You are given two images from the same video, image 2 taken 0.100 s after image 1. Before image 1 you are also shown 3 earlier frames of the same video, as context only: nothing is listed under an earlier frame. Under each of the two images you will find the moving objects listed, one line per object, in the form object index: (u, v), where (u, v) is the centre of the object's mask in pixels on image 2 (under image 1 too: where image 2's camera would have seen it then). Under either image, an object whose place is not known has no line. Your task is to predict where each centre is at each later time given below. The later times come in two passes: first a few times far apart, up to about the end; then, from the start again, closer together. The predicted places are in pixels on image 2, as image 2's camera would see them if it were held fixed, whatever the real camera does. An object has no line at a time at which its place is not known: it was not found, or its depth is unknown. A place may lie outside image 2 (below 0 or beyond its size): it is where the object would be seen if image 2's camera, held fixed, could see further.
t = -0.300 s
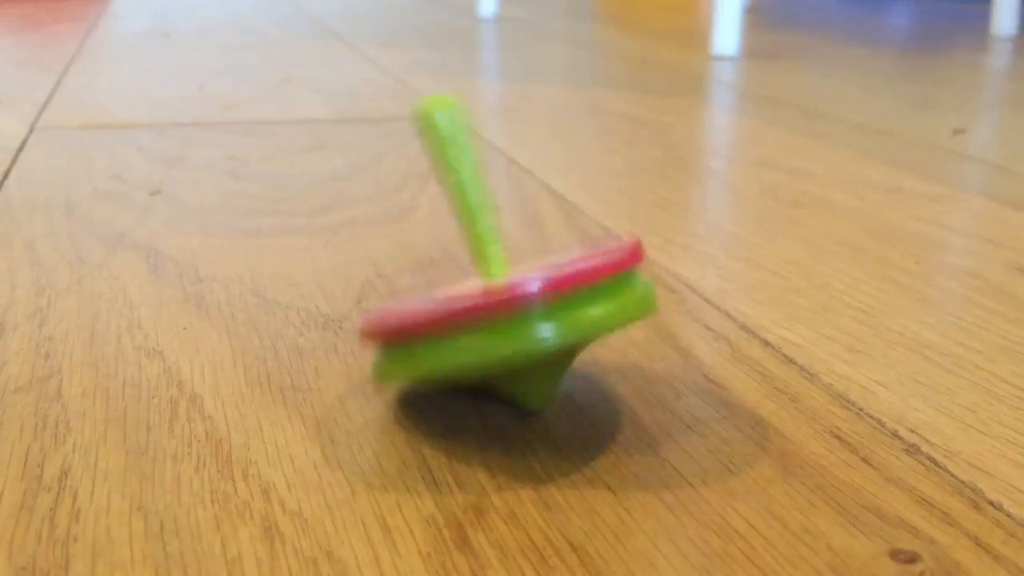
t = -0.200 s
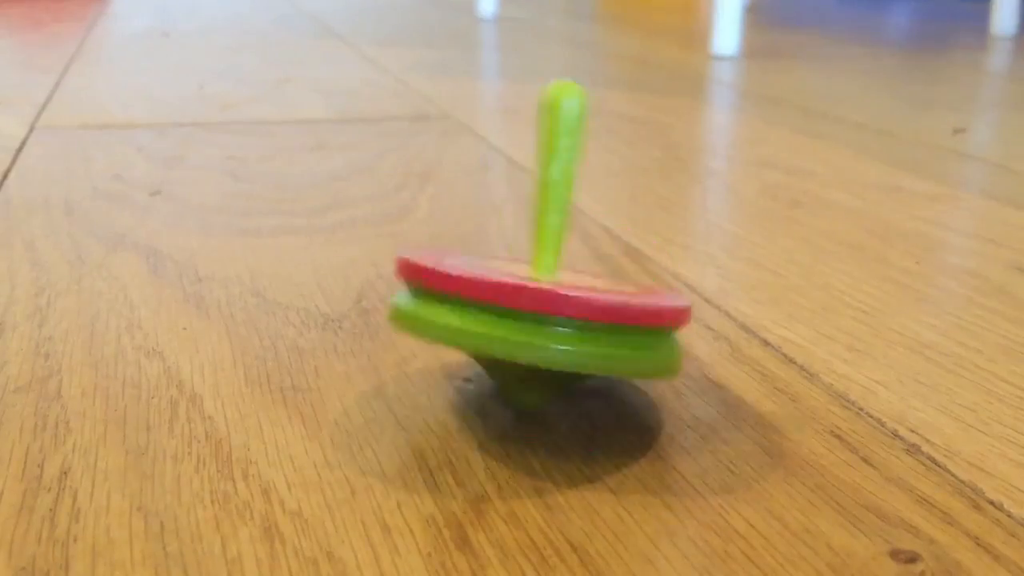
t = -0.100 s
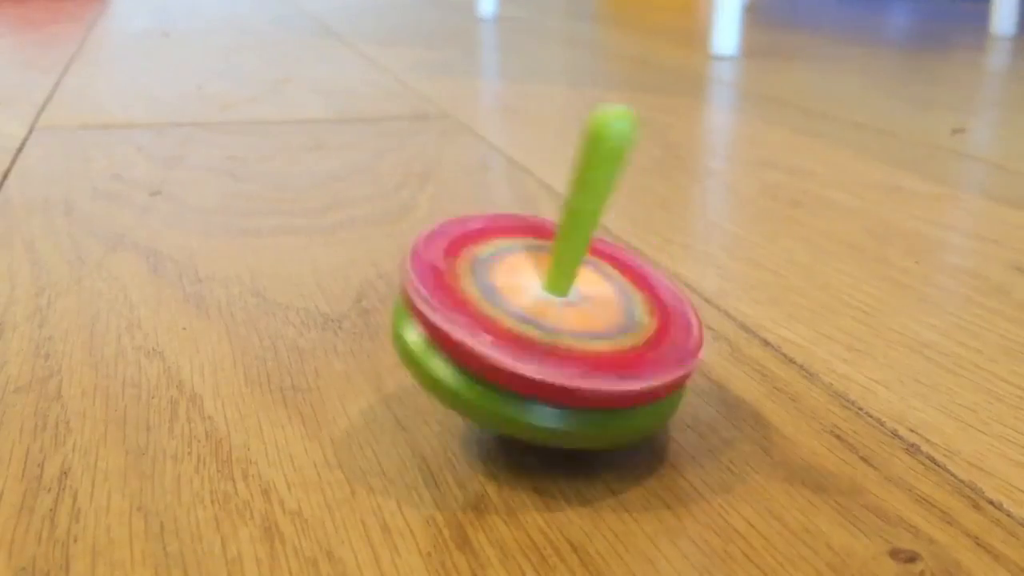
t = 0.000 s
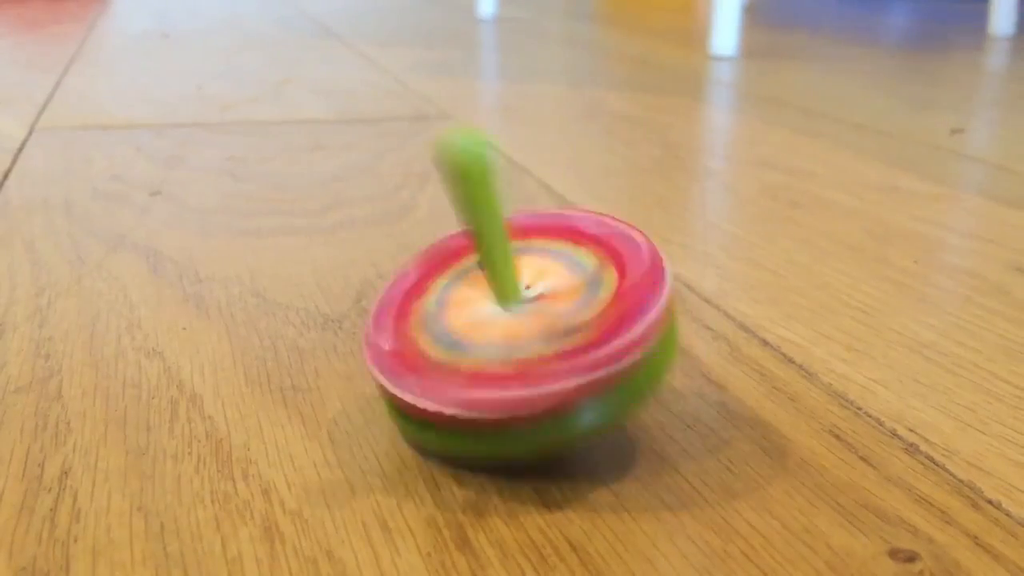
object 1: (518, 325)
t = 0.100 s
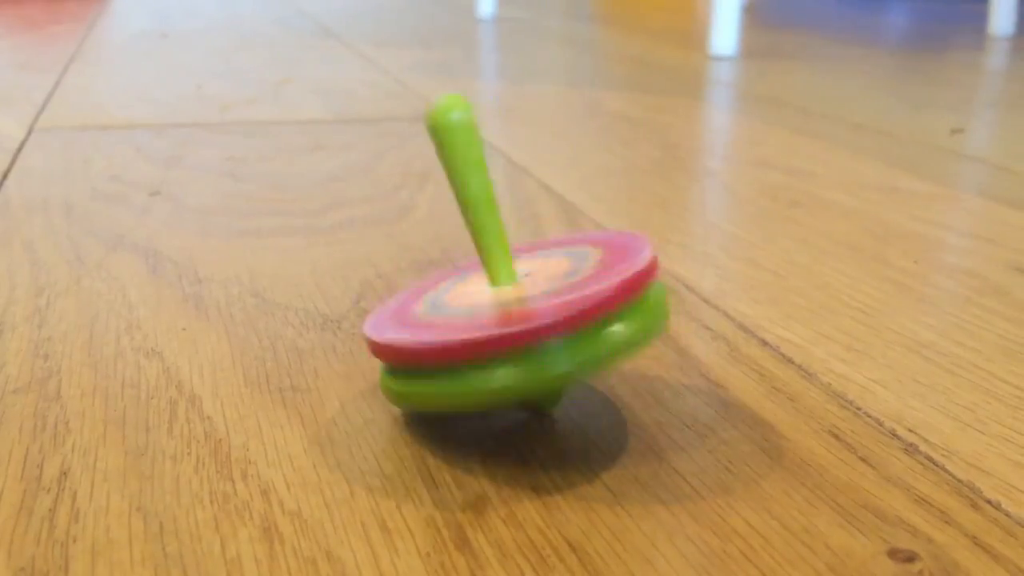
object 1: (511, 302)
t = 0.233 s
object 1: (554, 289)
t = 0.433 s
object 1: (539, 323)
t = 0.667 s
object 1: (516, 295)
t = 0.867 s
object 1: (558, 303)
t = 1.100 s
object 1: (563, 327)
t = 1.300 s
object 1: (566, 329)
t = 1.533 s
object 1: (673, 350)
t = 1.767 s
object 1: (603, 311)
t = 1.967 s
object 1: (675, 353)
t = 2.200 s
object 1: (642, 297)
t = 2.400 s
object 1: (616, 339)
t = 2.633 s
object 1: (717, 336)
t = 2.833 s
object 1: (720, 319)
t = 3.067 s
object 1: (710, 312)
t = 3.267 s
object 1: (706, 310)
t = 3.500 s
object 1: (703, 308)
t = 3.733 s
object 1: (703, 308)
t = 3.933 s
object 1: (704, 308)
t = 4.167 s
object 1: (704, 308)
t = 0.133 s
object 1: (516, 296)
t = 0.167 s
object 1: (534, 293)
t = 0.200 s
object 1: (540, 293)
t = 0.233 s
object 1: (554, 289)
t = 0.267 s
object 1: (575, 301)
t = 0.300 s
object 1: (563, 307)
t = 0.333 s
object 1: (551, 303)
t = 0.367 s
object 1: (558, 307)
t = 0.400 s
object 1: (553, 320)
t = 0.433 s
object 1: (539, 323)
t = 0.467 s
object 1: (531, 325)
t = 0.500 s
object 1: (519, 326)
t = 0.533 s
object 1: (504, 317)
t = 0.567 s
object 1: (512, 303)
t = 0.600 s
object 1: (522, 299)
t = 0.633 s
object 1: (515, 299)
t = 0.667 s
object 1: (516, 295)
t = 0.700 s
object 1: (531, 294)
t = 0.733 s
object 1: (533, 296)
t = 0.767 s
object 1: (531, 295)
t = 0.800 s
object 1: (551, 297)
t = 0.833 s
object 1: (560, 300)
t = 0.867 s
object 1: (558, 303)
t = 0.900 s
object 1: (566, 308)
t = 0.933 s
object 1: (572, 314)
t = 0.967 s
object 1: (565, 317)
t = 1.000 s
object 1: (557, 315)
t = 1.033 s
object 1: (559, 316)
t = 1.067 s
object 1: (564, 324)
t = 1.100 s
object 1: (563, 327)
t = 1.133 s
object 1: (560, 324)
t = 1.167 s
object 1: (557, 322)
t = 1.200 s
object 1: (558, 324)
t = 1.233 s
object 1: (560, 328)
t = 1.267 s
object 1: (562, 330)
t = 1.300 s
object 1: (566, 329)
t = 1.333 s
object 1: (569, 332)
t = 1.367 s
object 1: (576, 338)
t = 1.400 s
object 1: (590, 345)
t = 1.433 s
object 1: (608, 352)
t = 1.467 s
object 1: (627, 355)
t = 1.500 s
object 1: (650, 355)
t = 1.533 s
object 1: (673, 350)
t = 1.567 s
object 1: (697, 338)
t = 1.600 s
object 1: (709, 321)
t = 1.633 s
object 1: (701, 305)
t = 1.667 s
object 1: (676, 294)
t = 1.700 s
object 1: (646, 293)
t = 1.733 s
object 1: (618, 299)
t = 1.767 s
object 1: (603, 311)
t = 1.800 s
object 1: (598, 321)
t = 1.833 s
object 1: (605, 332)
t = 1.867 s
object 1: (617, 342)
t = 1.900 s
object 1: (634, 349)
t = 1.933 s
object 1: (655, 352)
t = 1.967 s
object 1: (675, 353)
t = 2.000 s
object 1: (696, 346)
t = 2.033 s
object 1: (712, 333)
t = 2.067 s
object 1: (718, 320)
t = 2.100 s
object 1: (709, 310)
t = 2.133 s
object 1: (690, 300)
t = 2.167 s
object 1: (667, 294)
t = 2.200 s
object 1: (642, 297)
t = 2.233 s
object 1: (627, 294)
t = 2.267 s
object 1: (611, 295)
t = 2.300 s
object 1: (601, 302)
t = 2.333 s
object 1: (602, 321)
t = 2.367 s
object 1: (607, 330)
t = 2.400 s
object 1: (616, 339)
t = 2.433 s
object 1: (629, 346)
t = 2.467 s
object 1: (645, 352)
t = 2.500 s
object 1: (663, 354)
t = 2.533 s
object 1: (680, 353)
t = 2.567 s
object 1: (696, 348)
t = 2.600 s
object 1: (708, 343)
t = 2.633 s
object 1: (717, 336)
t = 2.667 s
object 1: (720, 330)
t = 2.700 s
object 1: (721, 329)
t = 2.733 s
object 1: (722, 328)
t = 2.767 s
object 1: (722, 323)
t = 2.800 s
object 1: (722, 323)
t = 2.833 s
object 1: (720, 319)
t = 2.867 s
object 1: (719, 318)
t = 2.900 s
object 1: (717, 315)
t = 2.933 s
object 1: (715, 314)
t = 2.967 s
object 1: (712, 313)
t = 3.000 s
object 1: (712, 313)
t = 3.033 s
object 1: (712, 312)
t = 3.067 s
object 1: (710, 312)
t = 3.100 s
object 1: (709, 312)
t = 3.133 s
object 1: (709, 311)
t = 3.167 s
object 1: (708, 311)
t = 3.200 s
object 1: (707, 310)
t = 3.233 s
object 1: (707, 310)
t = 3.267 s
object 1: (706, 310)
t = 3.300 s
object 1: (705, 309)
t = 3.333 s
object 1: (705, 309)
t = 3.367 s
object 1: (704, 308)
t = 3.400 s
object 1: (704, 308)
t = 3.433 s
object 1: (704, 308)
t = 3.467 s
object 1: (703, 308)
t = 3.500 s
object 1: (703, 308)
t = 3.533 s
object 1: (703, 308)
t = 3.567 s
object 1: (703, 308)
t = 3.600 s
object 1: (703, 308)
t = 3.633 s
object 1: (703, 308)
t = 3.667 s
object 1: (704, 308)
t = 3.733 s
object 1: (703, 308)
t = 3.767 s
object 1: (704, 308)
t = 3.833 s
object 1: (704, 308)
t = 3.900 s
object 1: (704, 308)
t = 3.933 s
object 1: (704, 308)
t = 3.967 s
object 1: (704, 308)
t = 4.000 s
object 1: (704, 308)
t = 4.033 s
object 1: (704, 308)
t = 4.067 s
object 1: (703, 308)
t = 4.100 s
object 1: (704, 308)
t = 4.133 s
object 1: (703, 308)
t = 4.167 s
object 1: (704, 308)
